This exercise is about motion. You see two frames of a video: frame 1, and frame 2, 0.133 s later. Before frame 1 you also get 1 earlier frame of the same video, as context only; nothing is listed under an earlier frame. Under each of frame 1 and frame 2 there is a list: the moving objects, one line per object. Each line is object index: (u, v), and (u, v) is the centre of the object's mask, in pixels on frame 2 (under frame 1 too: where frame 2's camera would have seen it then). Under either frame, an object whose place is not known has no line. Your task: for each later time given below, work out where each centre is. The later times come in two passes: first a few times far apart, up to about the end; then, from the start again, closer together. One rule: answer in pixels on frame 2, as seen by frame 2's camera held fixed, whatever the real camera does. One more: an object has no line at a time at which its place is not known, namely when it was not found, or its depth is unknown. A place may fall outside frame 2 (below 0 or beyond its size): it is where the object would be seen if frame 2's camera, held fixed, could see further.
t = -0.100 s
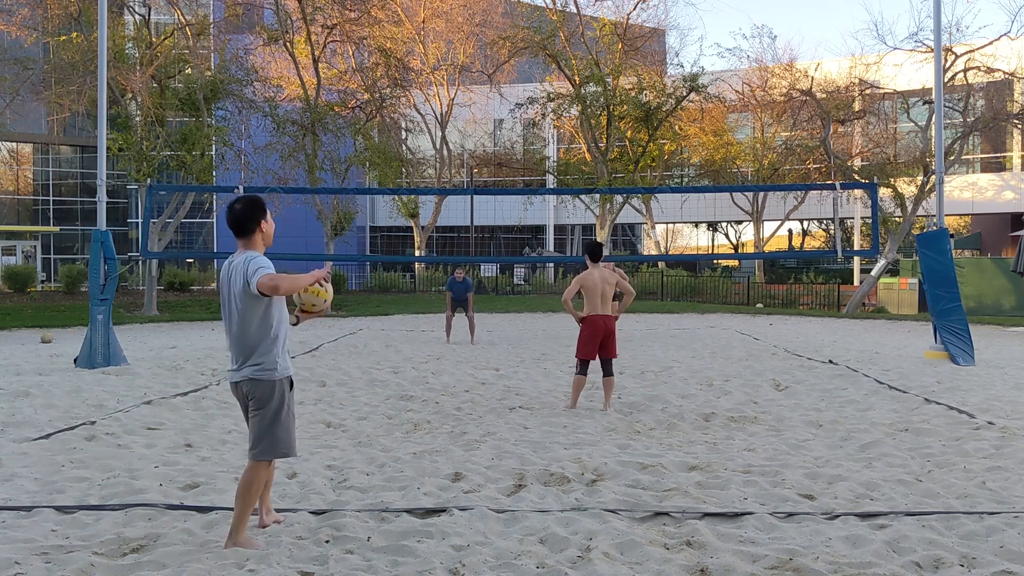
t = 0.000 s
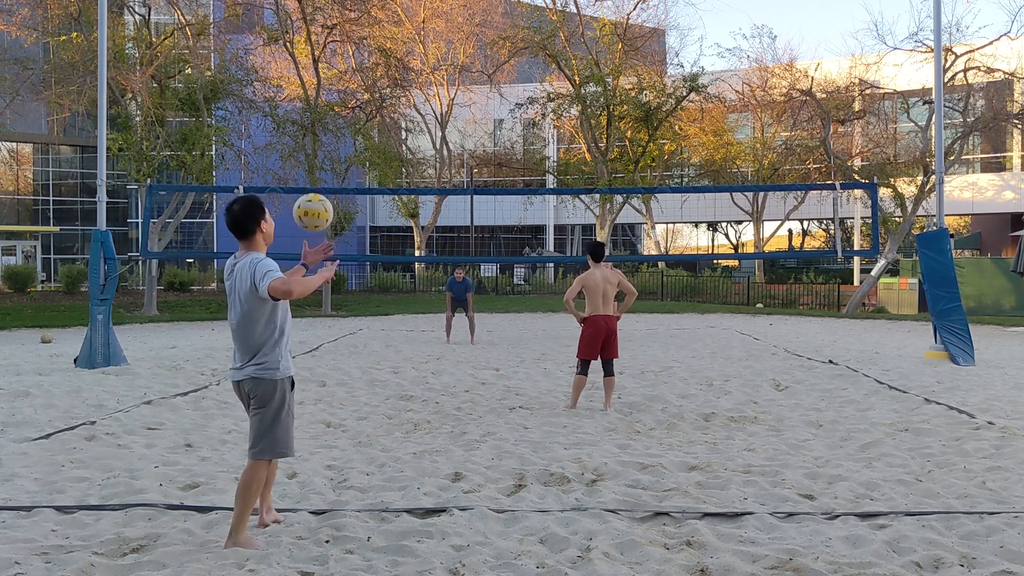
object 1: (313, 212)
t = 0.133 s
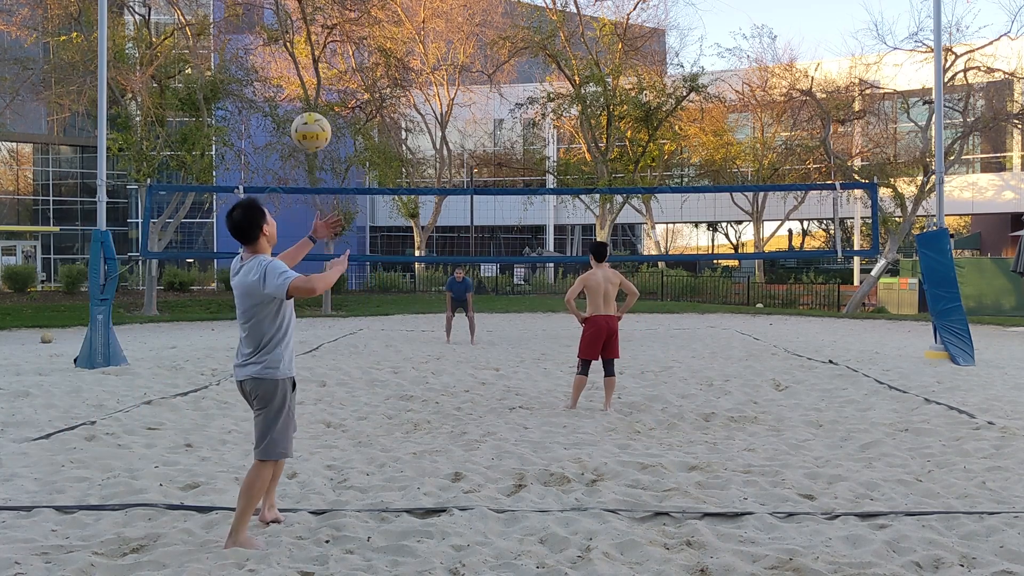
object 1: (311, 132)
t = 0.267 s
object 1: (309, 82)
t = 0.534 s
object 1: (306, 73)
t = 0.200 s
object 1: (310, 103)
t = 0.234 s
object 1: (310, 92)
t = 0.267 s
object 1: (309, 82)
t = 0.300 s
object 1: (309, 74)
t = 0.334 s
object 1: (308, 68)
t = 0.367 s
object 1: (308, 64)
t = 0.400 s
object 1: (308, 62)
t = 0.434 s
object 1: (308, 62)
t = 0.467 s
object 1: (307, 64)
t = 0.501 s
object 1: (307, 67)
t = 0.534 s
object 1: (306, 73)
